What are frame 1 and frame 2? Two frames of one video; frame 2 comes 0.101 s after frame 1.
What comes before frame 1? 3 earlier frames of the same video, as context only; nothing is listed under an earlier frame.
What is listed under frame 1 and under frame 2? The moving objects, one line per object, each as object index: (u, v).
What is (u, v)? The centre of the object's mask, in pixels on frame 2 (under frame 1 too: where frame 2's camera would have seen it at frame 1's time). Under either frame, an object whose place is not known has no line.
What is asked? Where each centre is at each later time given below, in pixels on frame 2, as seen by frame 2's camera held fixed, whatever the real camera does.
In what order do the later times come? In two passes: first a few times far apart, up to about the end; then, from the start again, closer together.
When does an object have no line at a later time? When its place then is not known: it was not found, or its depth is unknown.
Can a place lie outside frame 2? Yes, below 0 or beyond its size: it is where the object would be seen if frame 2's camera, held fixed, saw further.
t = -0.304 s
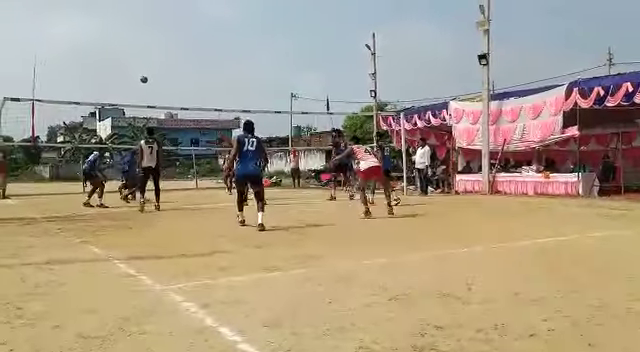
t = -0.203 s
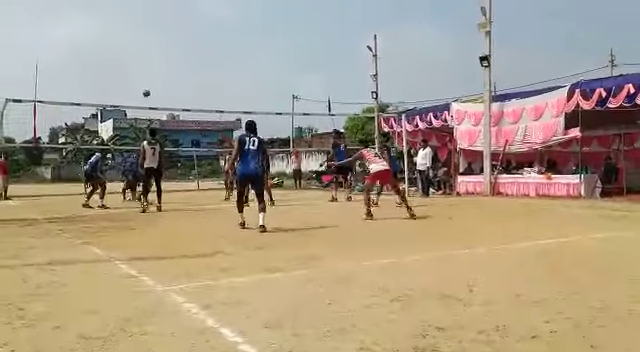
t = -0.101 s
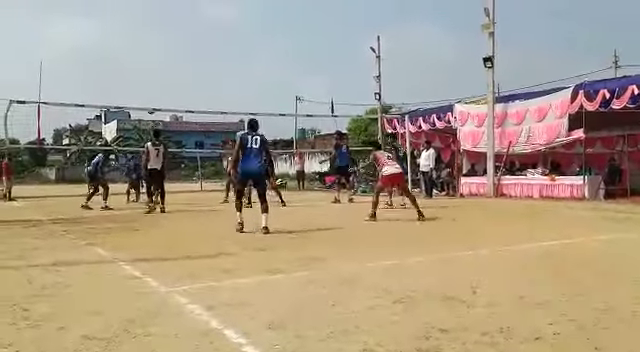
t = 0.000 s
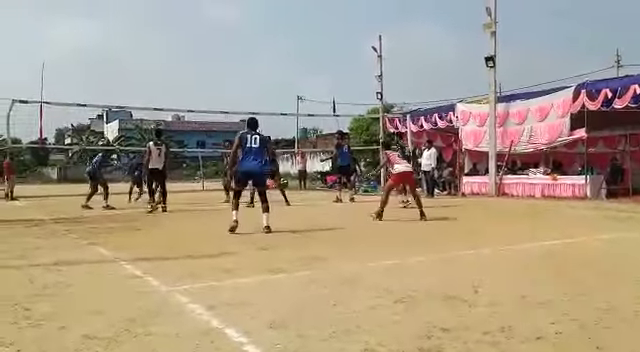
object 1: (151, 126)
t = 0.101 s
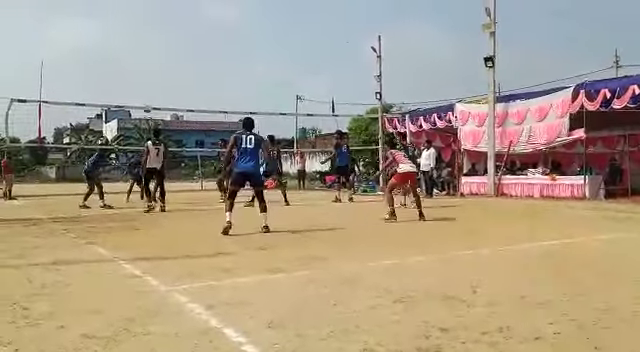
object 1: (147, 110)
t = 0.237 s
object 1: (139, 79)
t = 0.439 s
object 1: (127, 46)
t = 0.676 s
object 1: (114, 26)
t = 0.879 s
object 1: (103, 24)
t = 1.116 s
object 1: (92, 44)
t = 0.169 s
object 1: (143, 94)
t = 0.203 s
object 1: (141, 86)
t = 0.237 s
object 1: (139, 79)
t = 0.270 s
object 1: (137, 73)
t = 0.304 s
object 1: (135, 67)
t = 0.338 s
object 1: (133, 61)
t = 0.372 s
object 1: (131, 56)
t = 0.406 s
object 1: (129, 51)
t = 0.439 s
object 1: (127, 46)
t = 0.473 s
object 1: (125, 42)
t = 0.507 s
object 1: (123, 38)
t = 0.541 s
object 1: (121, 35)
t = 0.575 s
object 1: (120, 32)
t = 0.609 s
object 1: (118, 30)
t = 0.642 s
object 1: (116, 27)
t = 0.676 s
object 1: (114, 26)
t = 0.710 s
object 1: (113, 24)
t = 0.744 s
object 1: (110, 23)
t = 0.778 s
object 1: (109, 23)
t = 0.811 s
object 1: (107, 23)
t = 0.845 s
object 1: (105, 23)
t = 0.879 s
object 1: (103, 24)
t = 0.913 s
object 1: (102, 25)
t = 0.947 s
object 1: (100, 27)
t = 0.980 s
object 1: (98, 30)
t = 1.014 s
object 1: (97, 32)
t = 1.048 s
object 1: (95, 36)
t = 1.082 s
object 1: (93, 40)
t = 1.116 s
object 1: (92, 44)
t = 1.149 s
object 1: (90, 49)
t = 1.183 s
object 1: (89, 54)
